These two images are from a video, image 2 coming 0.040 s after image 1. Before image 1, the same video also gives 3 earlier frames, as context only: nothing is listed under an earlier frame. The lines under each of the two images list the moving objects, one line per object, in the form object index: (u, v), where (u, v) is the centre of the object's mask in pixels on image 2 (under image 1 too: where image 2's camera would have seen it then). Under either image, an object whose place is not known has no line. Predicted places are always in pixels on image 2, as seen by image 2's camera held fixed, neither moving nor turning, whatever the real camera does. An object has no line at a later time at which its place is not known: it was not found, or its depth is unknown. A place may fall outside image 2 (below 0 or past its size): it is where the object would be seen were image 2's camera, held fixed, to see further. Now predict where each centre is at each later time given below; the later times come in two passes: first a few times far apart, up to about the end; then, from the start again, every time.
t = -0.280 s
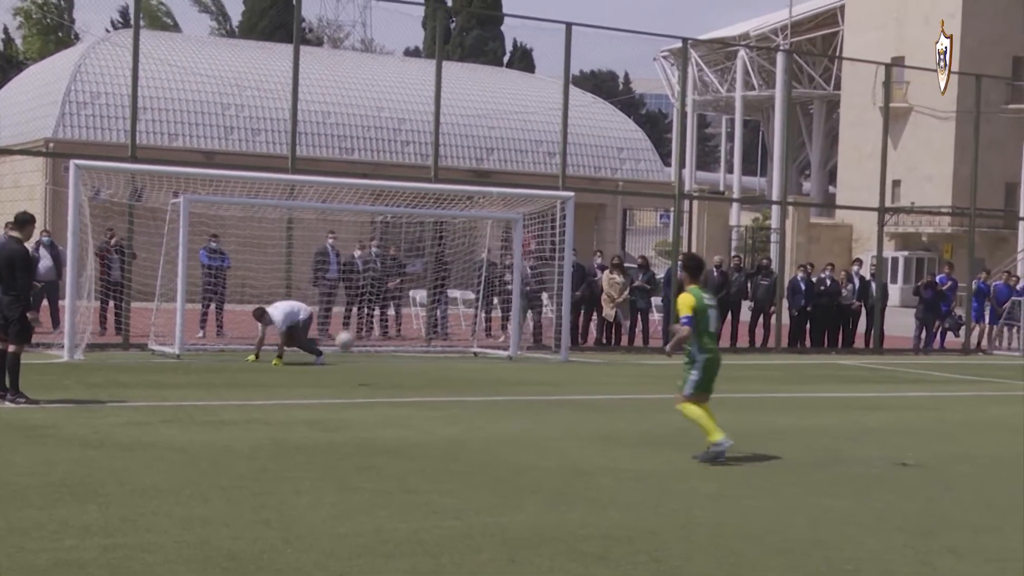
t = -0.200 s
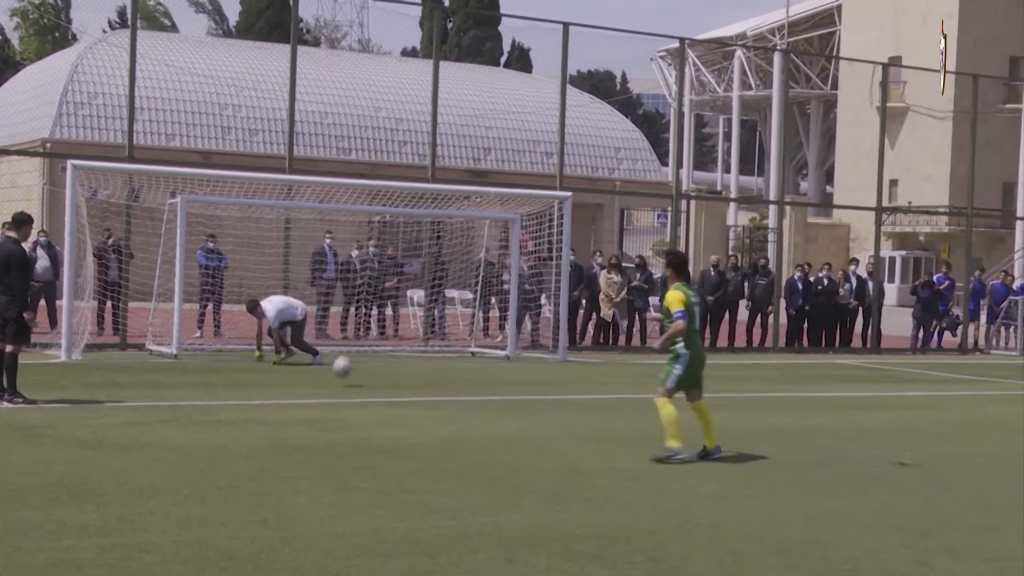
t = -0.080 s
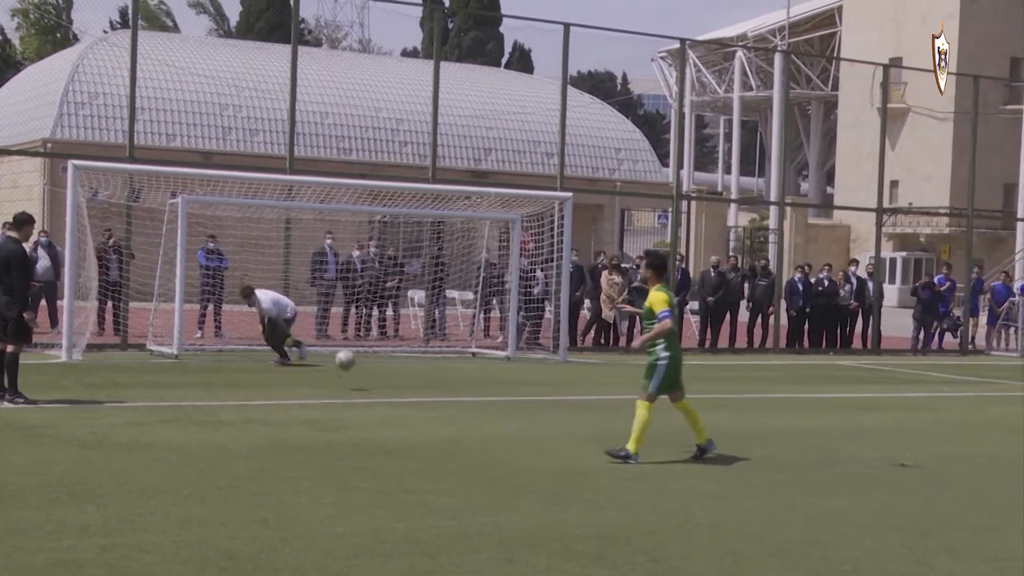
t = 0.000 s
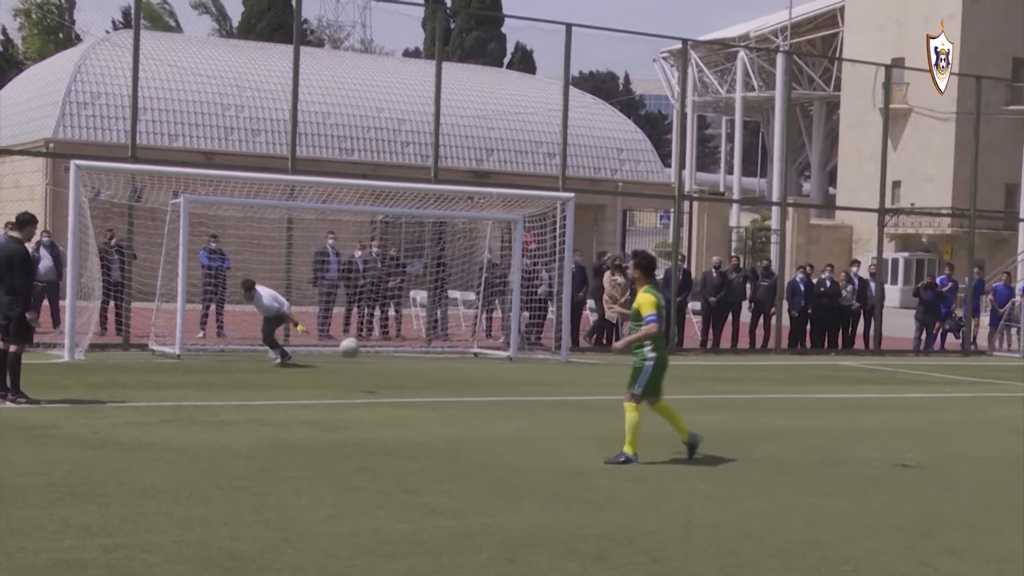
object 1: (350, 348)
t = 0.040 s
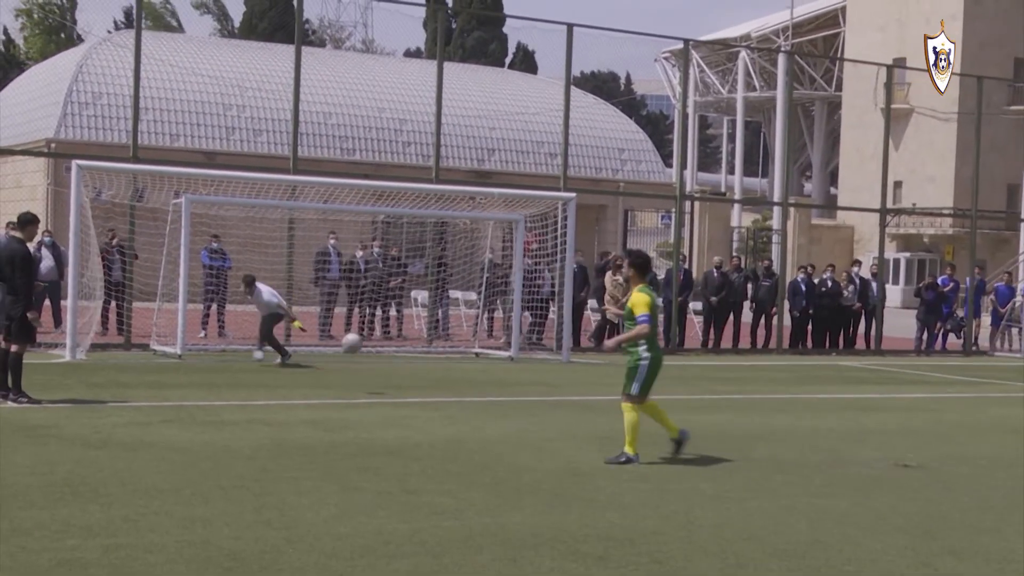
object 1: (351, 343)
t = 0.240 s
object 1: (357, 343)
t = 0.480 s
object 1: (363, 397)
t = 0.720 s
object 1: (378, 379)
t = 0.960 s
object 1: (394, 417)
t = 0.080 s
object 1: (353, 340)
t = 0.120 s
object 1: (354, 339)
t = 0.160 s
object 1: (355, 339)
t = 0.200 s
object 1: (356, 341)
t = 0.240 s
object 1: (357, 343)
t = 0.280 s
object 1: (358, 348)
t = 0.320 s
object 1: (359, 354)
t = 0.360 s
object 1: (360, 362)
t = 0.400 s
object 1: (361, 371)
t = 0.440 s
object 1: (362, 383)
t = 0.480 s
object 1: (363, 397)
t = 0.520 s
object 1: (366, 392)
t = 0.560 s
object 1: (368, 387)
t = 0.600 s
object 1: (371, 383)
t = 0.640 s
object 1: (373, 380)
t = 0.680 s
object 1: (375, 379)
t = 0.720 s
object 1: (378, 379)
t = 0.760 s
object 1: (381, 381)
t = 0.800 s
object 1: (384, 385)
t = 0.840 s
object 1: (386, 390)
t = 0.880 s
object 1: (389, 398)
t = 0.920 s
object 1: (391, 407)
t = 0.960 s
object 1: (394, 417)
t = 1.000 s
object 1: (397, 412)
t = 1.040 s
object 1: (400, 410)
